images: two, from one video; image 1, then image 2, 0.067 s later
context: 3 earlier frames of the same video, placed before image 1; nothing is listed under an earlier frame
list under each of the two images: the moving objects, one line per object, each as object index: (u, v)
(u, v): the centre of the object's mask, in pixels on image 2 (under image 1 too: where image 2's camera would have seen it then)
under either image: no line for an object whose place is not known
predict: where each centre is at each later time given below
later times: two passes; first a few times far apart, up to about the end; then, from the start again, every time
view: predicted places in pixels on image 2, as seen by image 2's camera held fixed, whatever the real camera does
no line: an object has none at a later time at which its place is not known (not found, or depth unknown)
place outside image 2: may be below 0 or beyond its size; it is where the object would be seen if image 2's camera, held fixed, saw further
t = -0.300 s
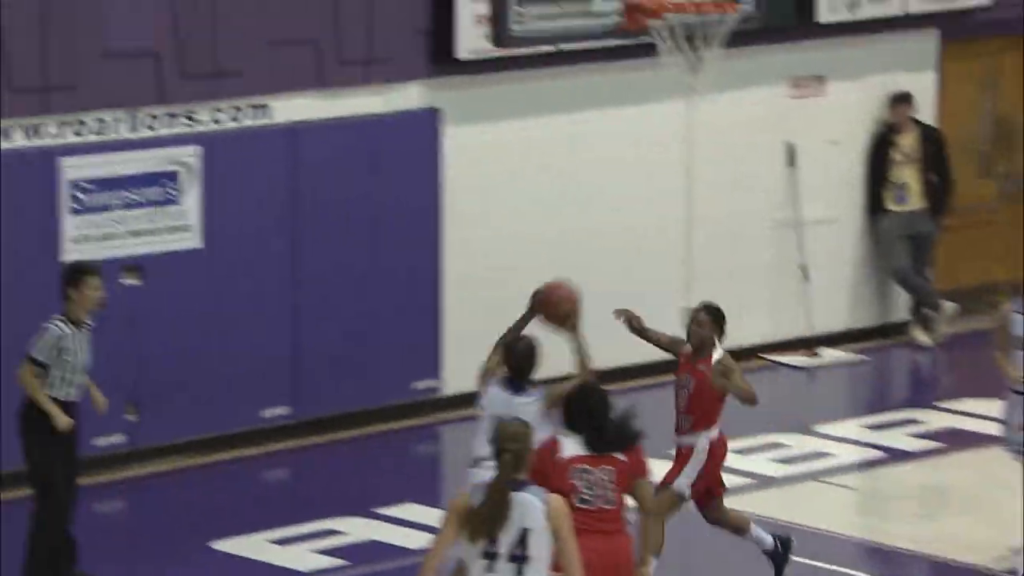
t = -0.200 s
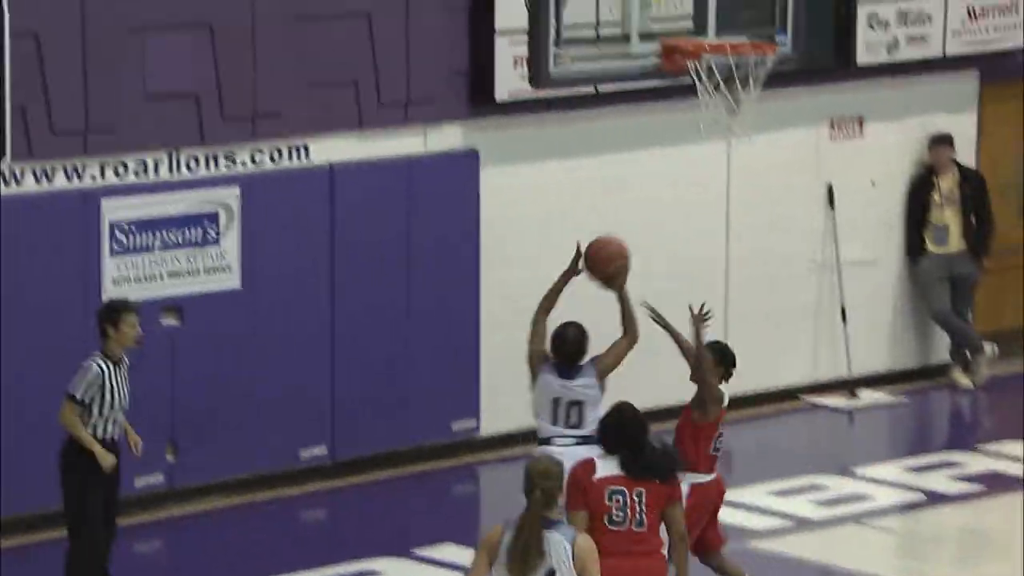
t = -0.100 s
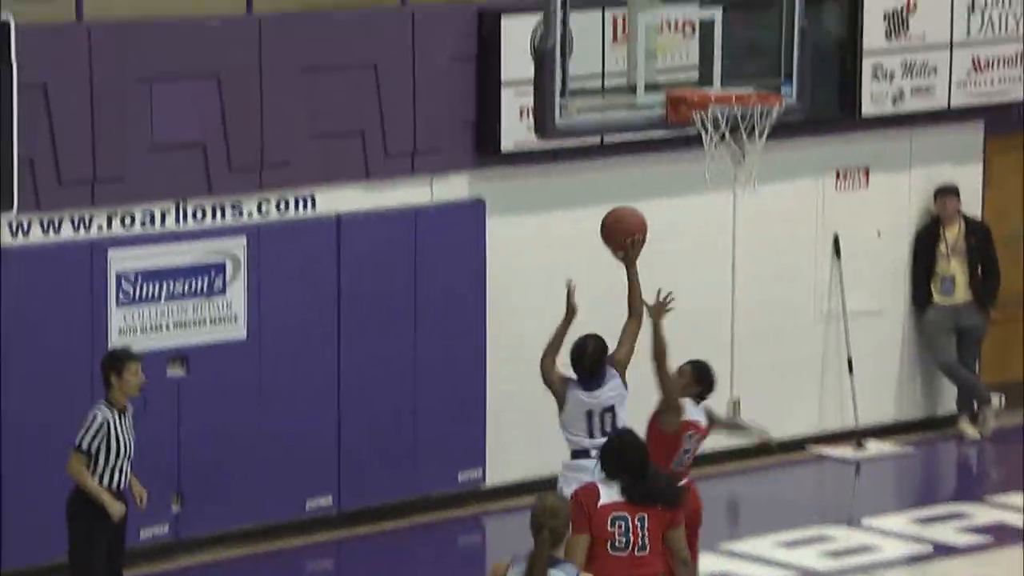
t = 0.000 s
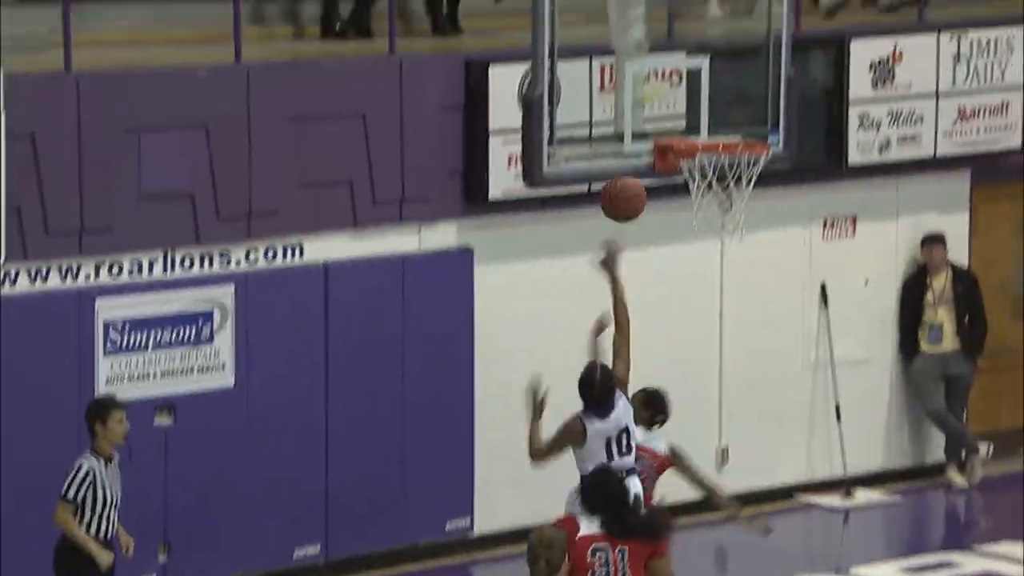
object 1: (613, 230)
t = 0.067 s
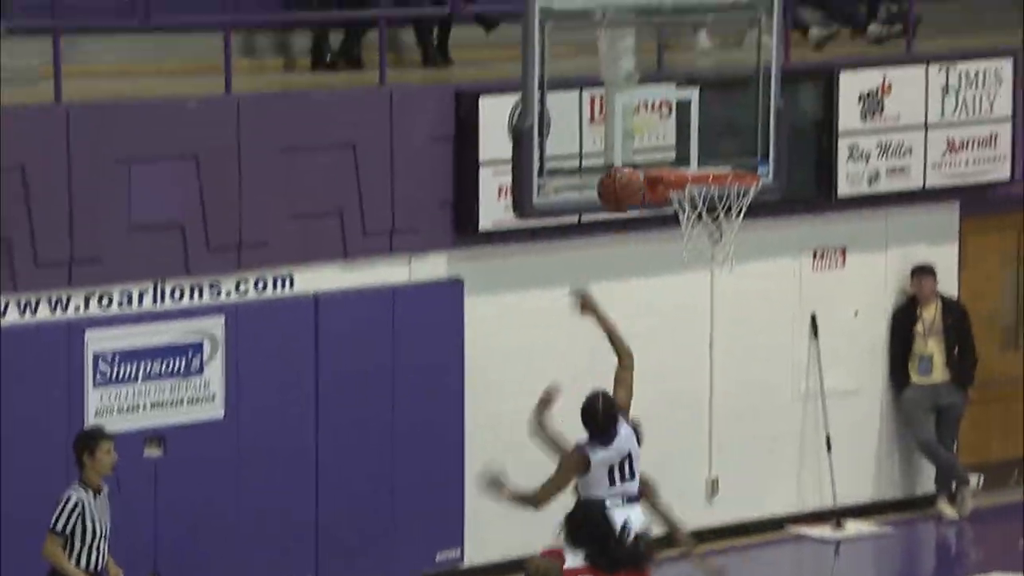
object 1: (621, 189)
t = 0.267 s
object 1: (642, 120)
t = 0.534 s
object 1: (716, 162)
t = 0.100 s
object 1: (624, 171)
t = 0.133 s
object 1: (628, 157)
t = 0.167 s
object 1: (631, 145)
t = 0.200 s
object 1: (635, 134)
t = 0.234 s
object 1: (638, 126)
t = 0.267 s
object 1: (642, 120)
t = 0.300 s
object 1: (646, 116)
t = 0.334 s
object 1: (653, 117)
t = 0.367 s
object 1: (663, 120)
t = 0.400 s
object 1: (674, 125)
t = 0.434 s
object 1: (685, 133)
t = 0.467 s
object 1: (695, 143)
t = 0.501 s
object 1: (705, 153)
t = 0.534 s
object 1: (716, 162)
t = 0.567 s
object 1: (722, 166)
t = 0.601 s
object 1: (730, 169)
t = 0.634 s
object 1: (737, 198)
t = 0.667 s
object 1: (733, 203)
